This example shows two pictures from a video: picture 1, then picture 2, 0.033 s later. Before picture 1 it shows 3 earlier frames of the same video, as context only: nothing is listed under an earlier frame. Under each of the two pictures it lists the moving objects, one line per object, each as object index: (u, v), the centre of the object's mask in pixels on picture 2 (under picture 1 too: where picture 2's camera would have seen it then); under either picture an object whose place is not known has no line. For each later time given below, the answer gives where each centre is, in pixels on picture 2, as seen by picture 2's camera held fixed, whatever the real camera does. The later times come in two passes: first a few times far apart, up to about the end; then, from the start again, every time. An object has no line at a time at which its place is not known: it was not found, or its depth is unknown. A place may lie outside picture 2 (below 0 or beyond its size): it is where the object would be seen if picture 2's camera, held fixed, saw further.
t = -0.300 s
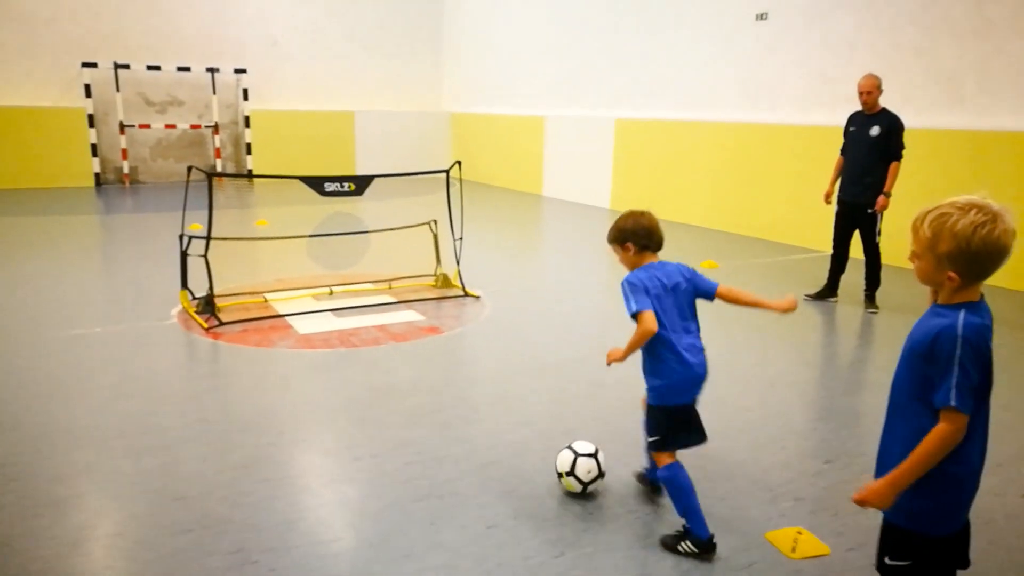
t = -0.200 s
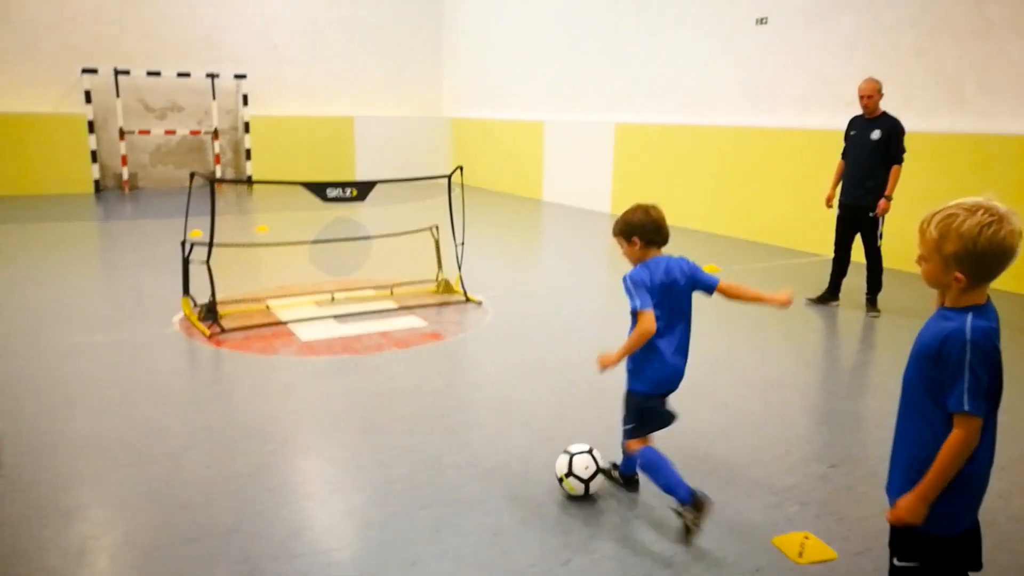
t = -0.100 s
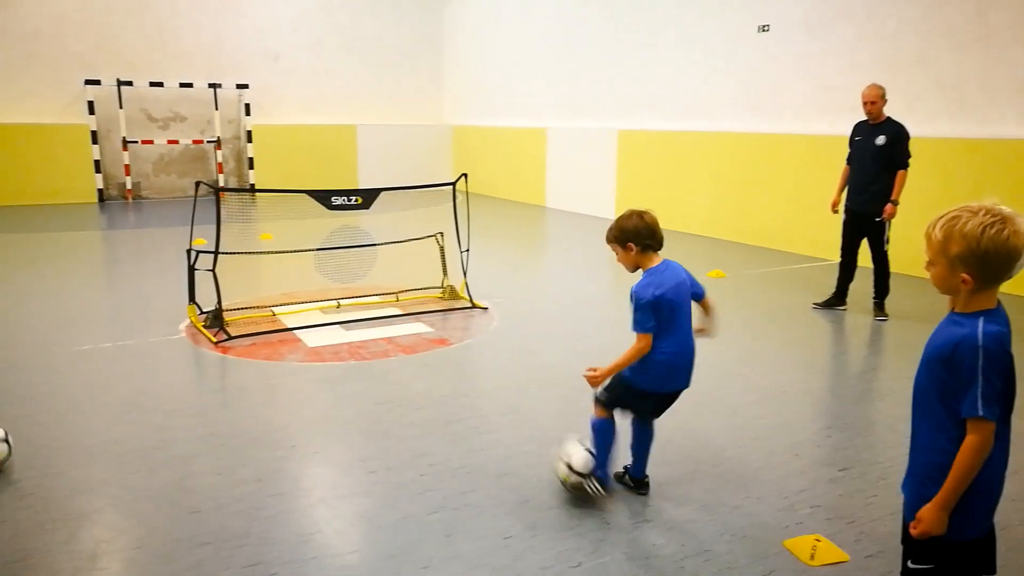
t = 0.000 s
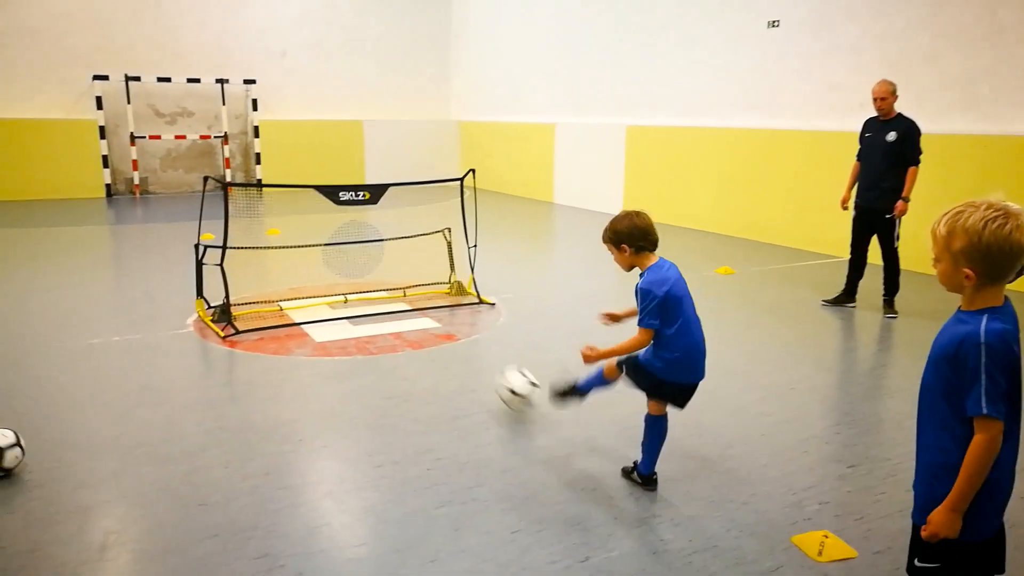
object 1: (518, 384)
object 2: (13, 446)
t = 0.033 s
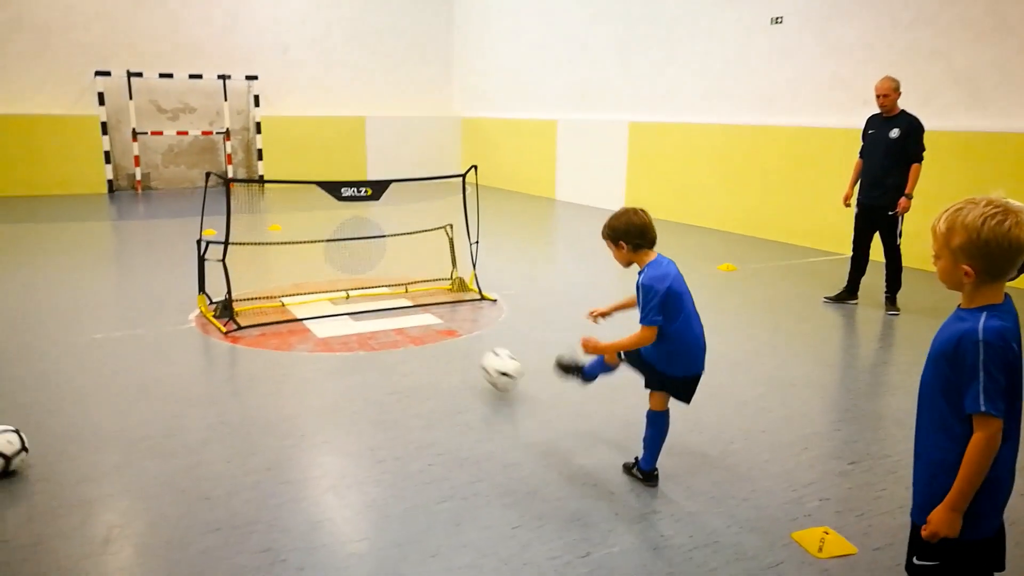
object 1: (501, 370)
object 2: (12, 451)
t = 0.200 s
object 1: (446, 316)
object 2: (11, 474)
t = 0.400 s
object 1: (412, 281)
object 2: (4, 503)
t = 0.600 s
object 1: (404, 213)
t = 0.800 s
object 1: (412, 172)
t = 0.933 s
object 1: (418, 171)
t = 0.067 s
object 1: (486, 355)
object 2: (11, 454)
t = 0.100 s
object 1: (473, 348)
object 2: (11, 458)
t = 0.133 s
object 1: (462, 337)
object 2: (12, 463)
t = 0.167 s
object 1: (454, 324)
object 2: (11, 468)
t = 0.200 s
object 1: (446, 316)
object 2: (11, 474)
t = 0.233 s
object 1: (439, 312)
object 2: (11, 477)
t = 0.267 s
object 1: (432, 307)
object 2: (10, 483)
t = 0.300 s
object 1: (426, 300)
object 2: (9, 488)
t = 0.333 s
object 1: (421, 293)
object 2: (8, 493)
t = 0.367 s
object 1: (417, 287)
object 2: (6, 498)
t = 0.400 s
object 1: (412, 281)
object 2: (4, 503)
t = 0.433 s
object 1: (409, 272)
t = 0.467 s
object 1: (406, 263)
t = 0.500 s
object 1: (403, 250)
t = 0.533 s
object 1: (403, 236)
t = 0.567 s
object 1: (403, 224)
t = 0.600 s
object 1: (404, 213)
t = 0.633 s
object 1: (405, 202)
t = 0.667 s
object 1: (406, 193)
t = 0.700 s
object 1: (407, 186)
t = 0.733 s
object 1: (409, 180)
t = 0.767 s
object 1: (410, 175)
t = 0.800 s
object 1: (412, 172)
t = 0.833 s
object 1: (413, 169)
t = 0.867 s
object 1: (415, 169)
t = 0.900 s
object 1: (417, 169)
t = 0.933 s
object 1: (418, 171)
